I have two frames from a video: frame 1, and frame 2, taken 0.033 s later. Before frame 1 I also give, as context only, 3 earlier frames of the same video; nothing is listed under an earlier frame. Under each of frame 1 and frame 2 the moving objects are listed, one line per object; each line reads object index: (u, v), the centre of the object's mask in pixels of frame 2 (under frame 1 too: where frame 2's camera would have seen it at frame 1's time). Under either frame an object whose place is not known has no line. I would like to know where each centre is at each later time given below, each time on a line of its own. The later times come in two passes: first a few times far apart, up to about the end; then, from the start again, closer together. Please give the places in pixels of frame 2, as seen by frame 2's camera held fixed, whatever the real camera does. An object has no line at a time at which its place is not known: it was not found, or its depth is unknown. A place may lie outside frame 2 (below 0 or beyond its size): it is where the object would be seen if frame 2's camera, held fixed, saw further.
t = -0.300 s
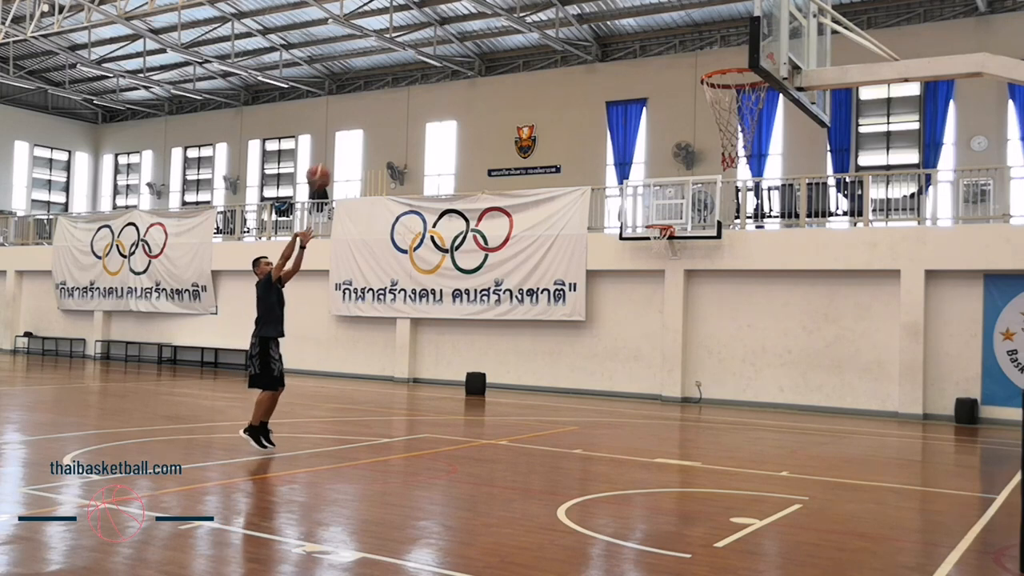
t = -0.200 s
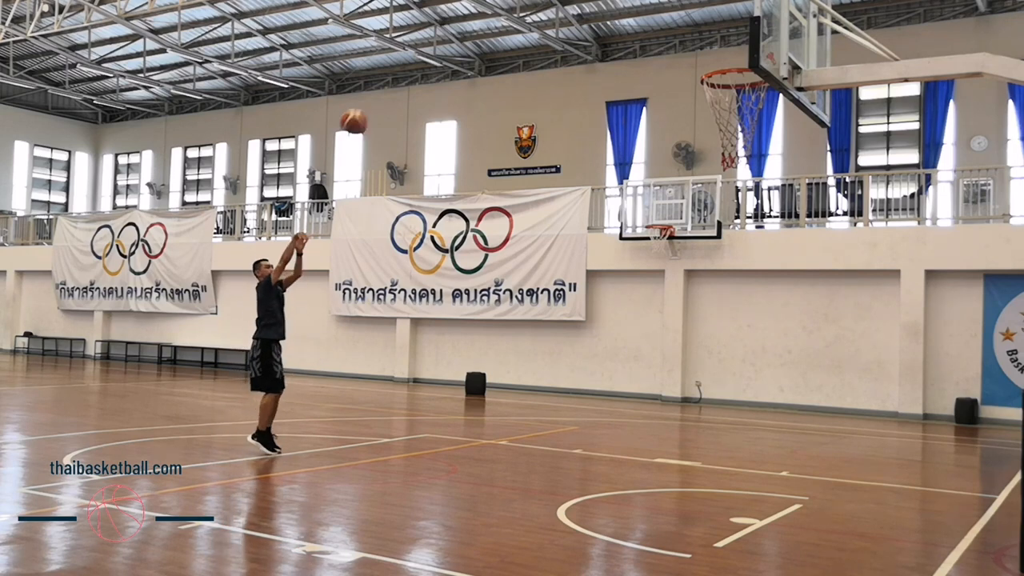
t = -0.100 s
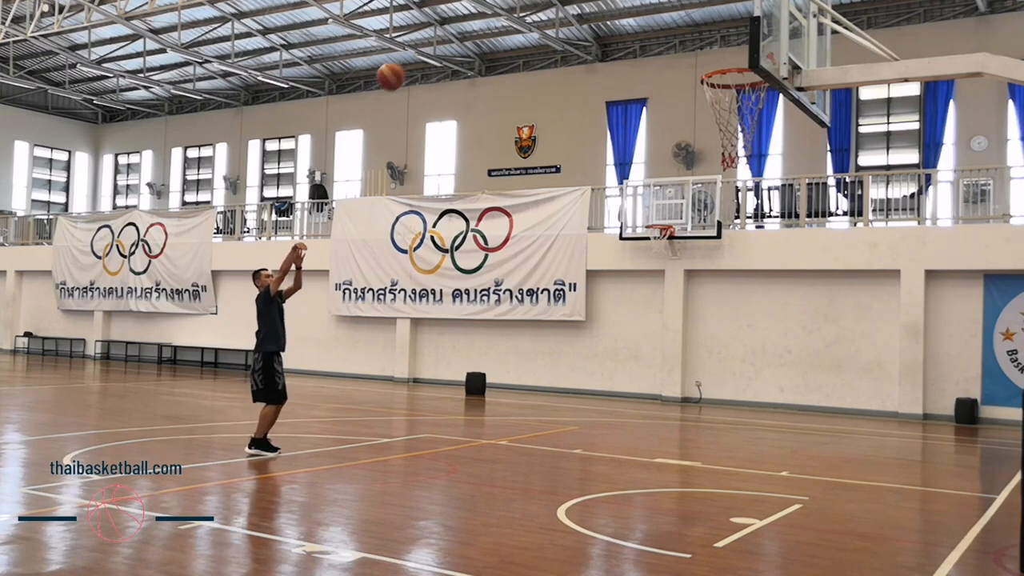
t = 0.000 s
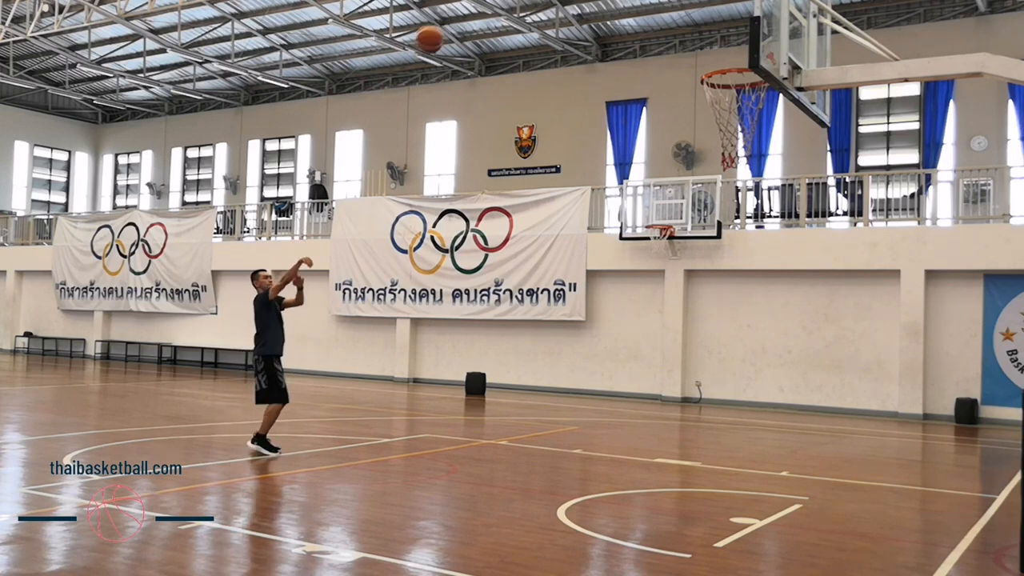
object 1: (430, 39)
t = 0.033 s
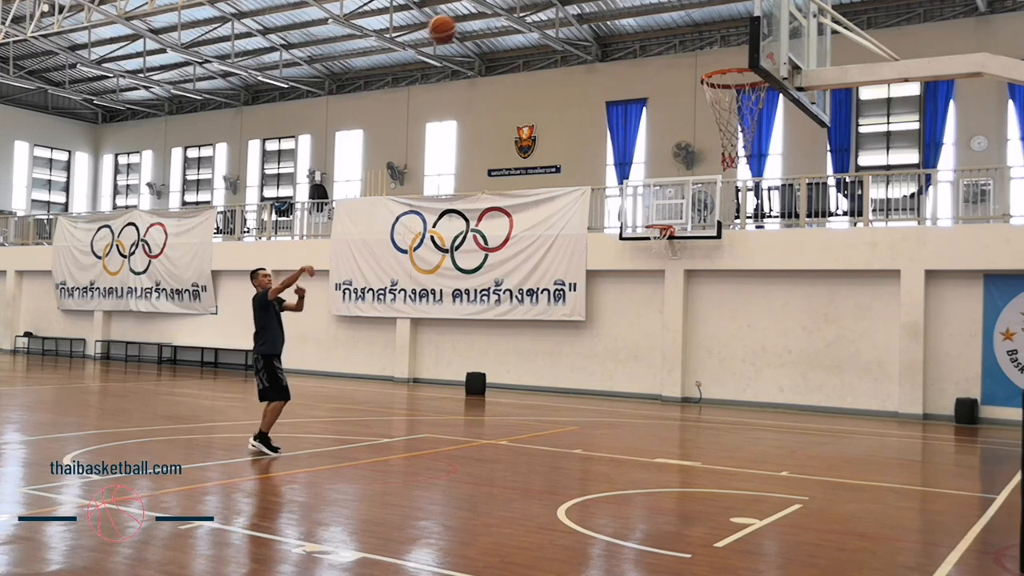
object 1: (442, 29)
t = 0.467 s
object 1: (630, 9)
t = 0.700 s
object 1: (748, 96)
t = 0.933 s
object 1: (763, 128)
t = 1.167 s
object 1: (757, 207)
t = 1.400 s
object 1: (750, 360)
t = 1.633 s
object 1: (738, 459)
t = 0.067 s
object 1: (455, 20)
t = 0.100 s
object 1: (469, 12)
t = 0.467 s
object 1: (630, 9)
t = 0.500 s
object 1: (646, 13)
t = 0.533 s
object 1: (662, 21)
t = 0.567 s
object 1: (679, 33)
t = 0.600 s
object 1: (696, 45)
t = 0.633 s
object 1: (713, 58)
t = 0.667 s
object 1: (730, 77)
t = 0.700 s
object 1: (748, 96)
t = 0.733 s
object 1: (761, 109)
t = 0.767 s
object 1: (765, 114)
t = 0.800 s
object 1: (766, 115)
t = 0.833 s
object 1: (767, 116)
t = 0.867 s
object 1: (766, 119)
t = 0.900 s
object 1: (764, 123)
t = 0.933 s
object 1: (763, 128)
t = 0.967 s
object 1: (762, 135)
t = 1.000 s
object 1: (761, 143)
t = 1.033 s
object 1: (761, 153)
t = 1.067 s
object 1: (760, 164)
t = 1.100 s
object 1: (759, 177)
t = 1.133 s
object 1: (758, 191)
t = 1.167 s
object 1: (757, 207)
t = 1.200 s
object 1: (756, 225)
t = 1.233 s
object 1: (755, 244)
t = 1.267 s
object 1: (754, 264)
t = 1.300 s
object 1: (753, 285)
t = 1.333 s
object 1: (752, 309)
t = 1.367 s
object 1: (751, 333)
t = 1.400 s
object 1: (750, 360)
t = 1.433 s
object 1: (749, 388)
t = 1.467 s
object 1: (748, 418)
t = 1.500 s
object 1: (747, 449)
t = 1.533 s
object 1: (745, 480)
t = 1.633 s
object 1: (738, 459)
